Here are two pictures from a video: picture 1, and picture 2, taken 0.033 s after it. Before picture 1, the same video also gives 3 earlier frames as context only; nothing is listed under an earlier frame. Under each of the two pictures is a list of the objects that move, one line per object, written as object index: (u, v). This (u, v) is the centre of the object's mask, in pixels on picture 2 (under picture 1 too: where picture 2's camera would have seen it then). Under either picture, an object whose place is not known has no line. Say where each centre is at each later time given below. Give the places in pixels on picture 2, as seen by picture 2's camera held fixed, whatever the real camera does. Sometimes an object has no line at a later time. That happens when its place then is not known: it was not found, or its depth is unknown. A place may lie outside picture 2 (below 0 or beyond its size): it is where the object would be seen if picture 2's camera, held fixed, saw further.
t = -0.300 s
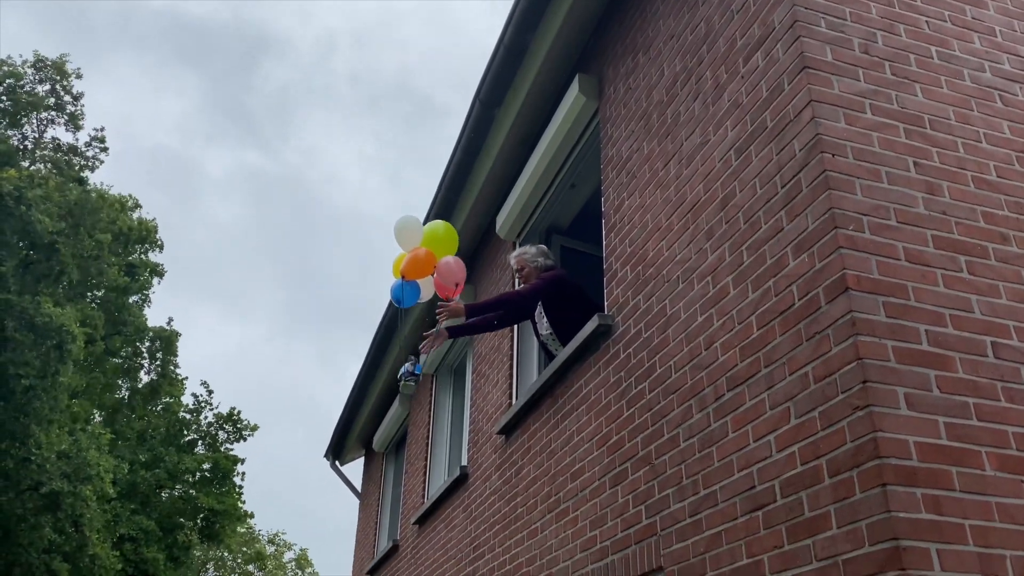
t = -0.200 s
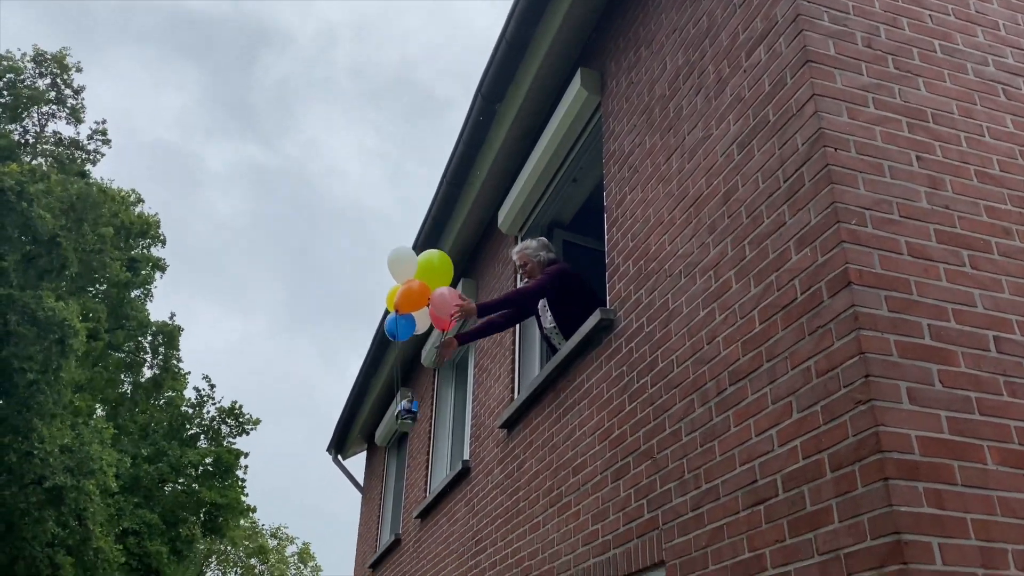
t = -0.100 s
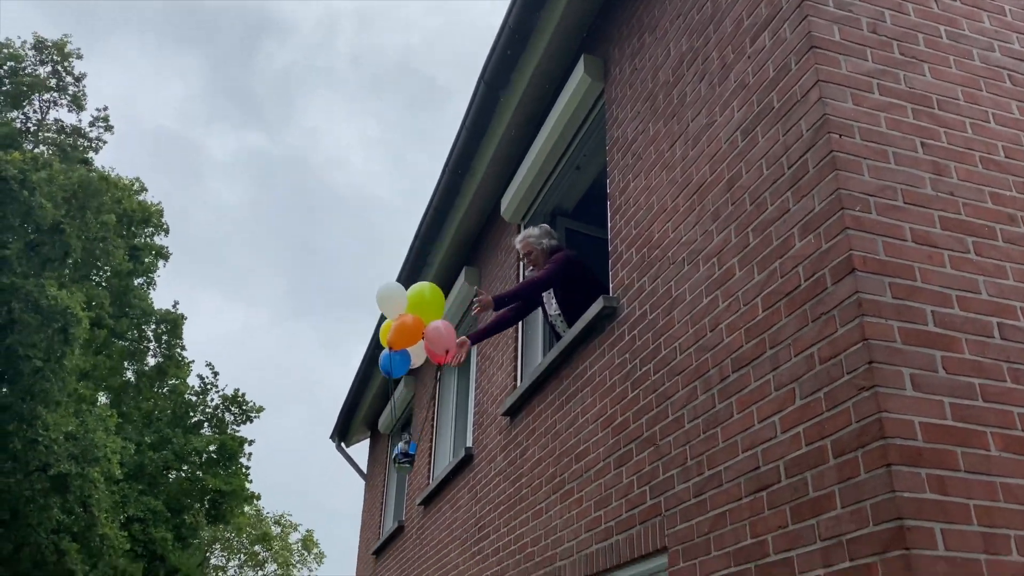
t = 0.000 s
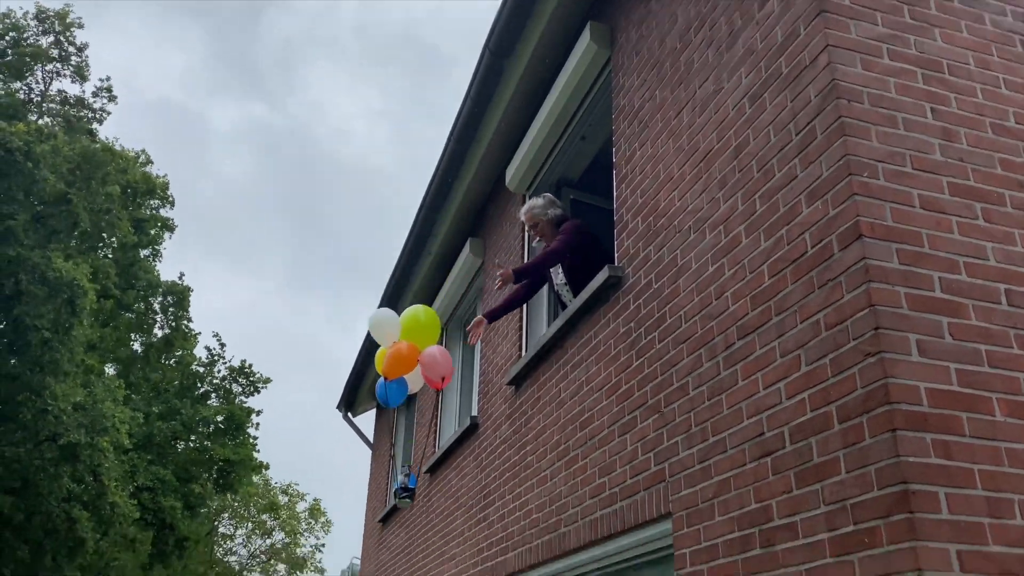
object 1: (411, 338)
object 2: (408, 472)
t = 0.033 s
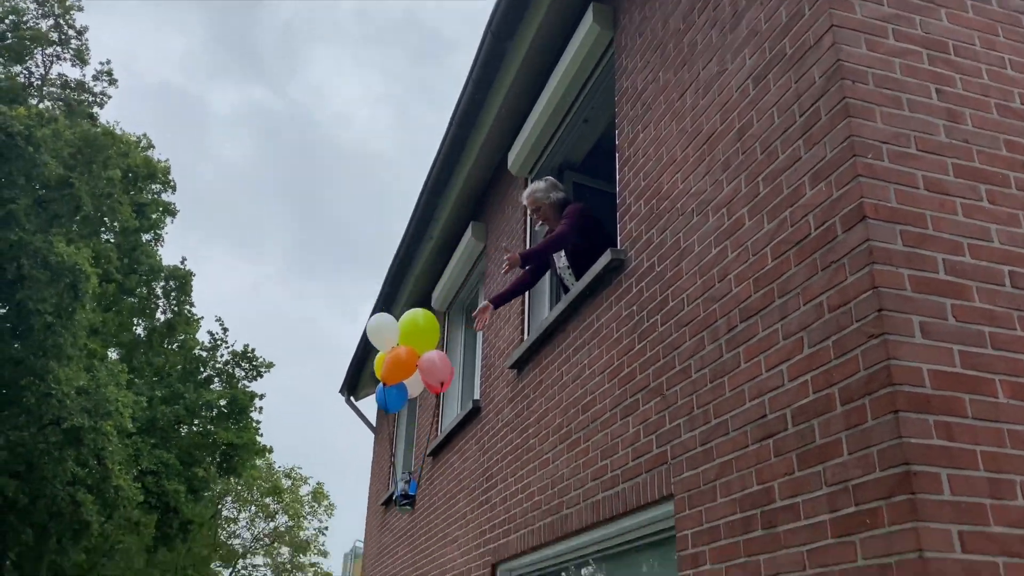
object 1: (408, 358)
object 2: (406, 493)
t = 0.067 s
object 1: (405, 378)
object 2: (403, 517)
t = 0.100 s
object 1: (401, 401)
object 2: (402, 541)
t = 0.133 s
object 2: (399, 565)
